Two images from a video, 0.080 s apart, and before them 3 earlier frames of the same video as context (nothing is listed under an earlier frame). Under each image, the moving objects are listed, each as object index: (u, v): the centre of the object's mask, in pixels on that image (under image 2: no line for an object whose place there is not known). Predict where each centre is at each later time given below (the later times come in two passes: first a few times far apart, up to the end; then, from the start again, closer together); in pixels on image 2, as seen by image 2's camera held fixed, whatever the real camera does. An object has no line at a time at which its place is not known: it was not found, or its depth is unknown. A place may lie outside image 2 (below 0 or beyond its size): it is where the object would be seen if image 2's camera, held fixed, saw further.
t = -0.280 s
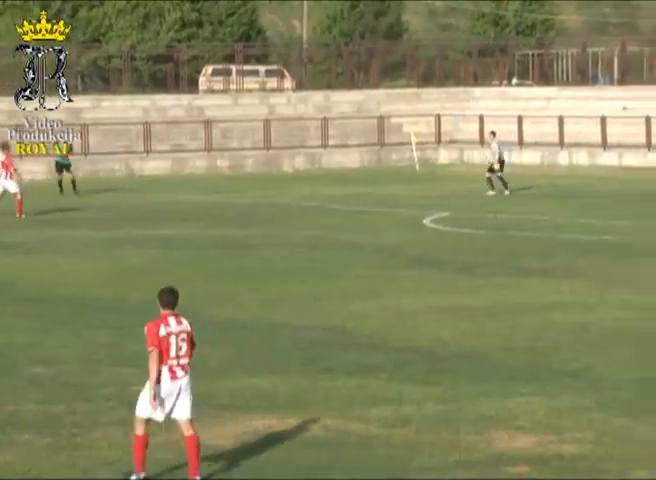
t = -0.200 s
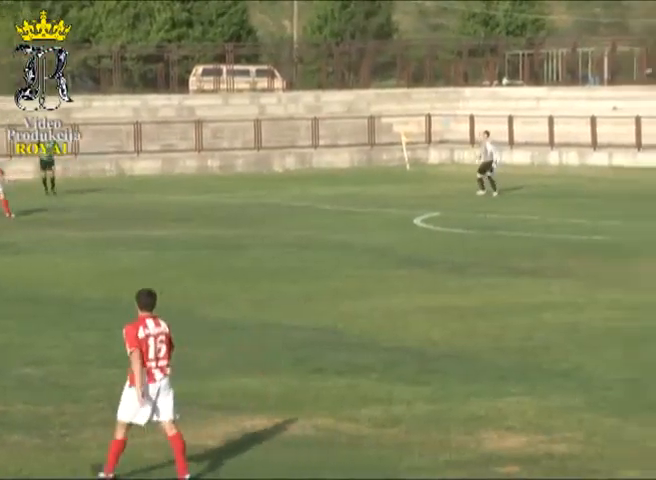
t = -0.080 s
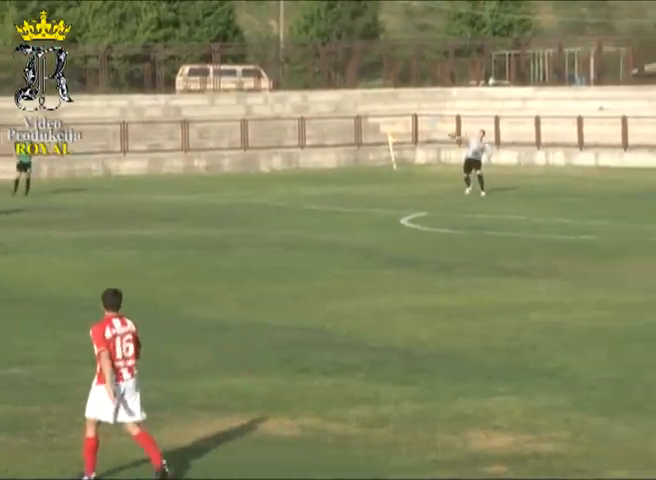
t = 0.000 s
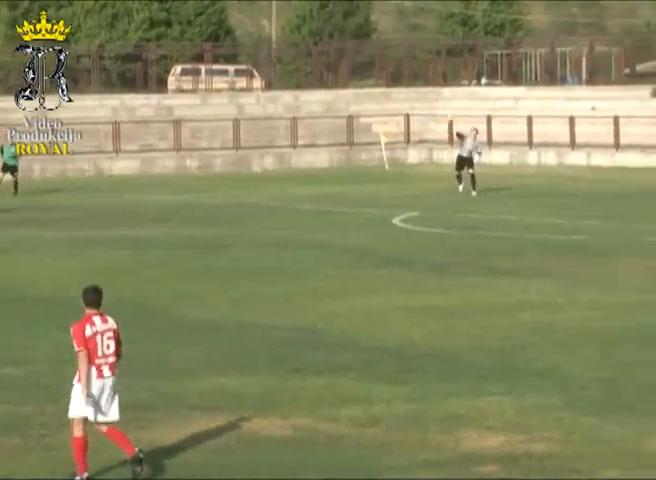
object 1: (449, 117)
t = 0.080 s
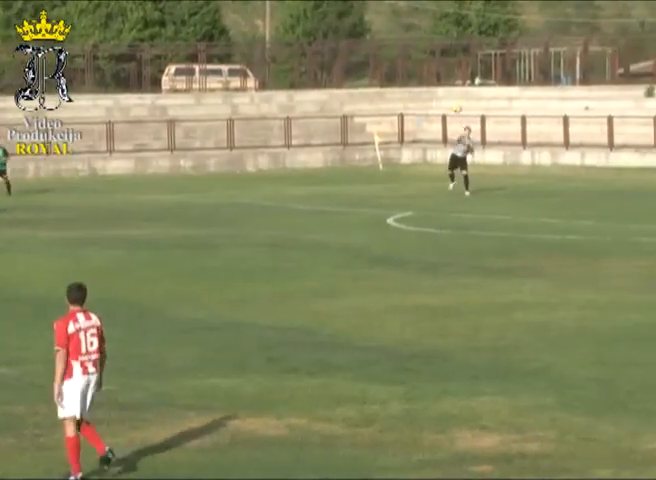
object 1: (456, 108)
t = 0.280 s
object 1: (488, 91)
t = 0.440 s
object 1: (512, 85)
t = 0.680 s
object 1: (548, 93)
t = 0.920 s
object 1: (582, 125)
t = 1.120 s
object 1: (608, 170)
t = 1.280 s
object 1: (630, 223)
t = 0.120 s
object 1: (463, 104)
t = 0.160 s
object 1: (469, 101)
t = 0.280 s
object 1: (488, 91)
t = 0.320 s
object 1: (494, 89)
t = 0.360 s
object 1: (500, 86)
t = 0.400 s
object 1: (506, 85)
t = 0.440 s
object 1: (512, 85)
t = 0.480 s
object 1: (518, 85)
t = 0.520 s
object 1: (523, 85)
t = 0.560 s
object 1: (530, 86)
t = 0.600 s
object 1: (536, 88)
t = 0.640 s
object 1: (542, 90)
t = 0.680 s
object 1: (548, 93)
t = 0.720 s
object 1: (553, 96)
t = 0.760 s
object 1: (559, 100)
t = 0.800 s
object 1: (564, 105)
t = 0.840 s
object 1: (571, 111)
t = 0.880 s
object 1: (575, 117)
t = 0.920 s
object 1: (582, 125)
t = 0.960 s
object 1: (588, 132)
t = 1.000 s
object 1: (591, 140)
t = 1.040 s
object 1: (597, 149)
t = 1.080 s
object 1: (605, 159)
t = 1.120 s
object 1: (608, 170)
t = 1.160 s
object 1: (613, 182)
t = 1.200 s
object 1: (619, 195)
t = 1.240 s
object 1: (625, 208)
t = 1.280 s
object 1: (630, 223)
